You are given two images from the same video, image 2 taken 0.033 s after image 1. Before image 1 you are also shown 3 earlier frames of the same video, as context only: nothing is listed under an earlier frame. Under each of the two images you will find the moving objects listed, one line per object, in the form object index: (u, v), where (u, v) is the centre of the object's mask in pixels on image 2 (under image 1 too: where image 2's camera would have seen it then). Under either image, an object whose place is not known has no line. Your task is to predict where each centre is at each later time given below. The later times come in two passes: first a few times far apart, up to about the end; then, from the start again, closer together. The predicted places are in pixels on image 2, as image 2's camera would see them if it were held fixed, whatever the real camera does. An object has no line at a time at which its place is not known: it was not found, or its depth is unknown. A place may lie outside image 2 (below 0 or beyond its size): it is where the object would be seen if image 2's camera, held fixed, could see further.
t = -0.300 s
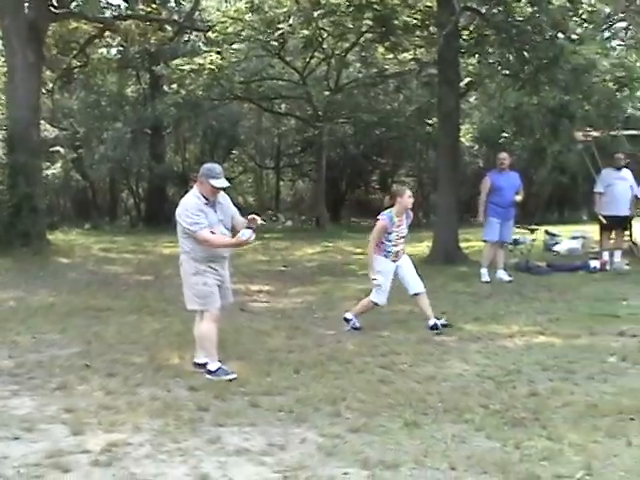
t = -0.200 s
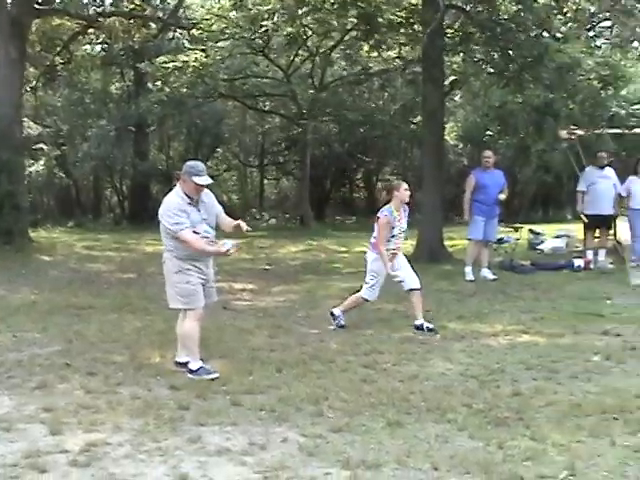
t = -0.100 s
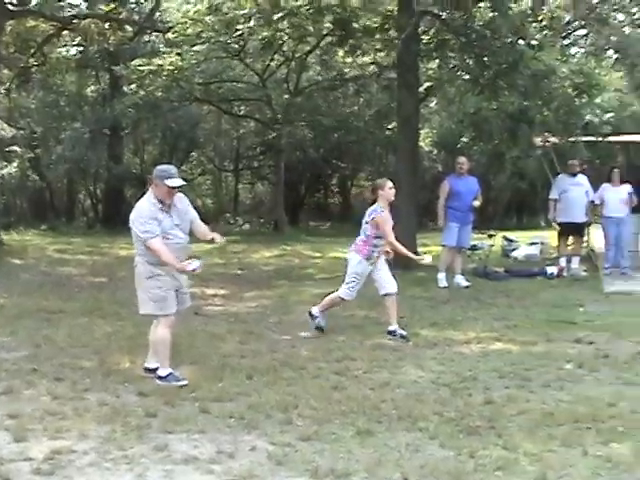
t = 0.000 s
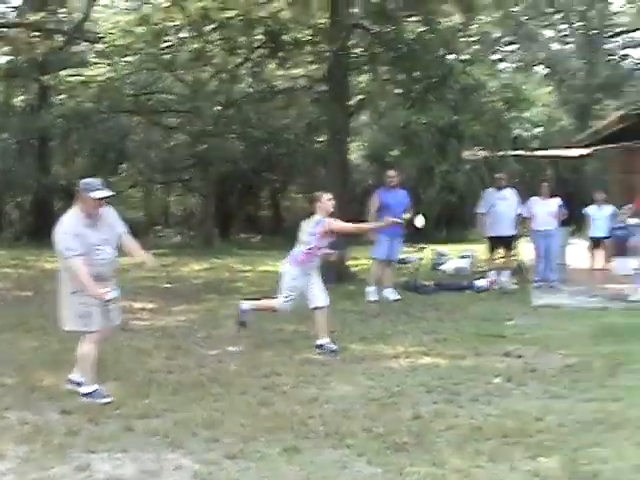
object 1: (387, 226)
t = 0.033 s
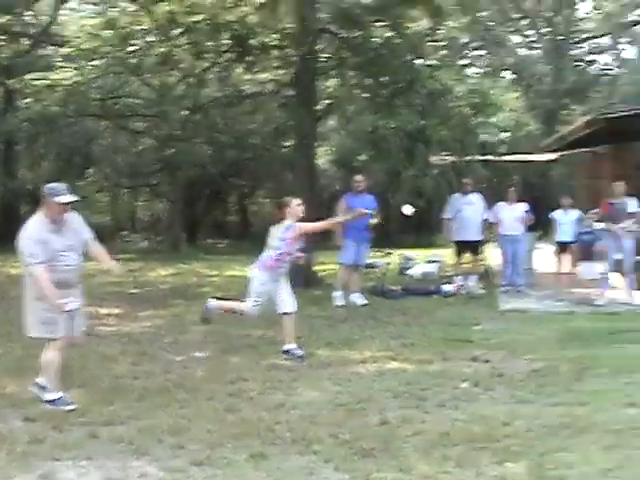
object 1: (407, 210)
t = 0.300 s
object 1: (576, 118)
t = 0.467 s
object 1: (688, 100)
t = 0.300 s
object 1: (576, 118)
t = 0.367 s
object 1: (620, 107)
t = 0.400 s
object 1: (642, 104)
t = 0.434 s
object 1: (665, 100)
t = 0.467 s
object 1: (688, 100)
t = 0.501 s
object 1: (710, 100)
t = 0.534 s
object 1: (732, 101)
